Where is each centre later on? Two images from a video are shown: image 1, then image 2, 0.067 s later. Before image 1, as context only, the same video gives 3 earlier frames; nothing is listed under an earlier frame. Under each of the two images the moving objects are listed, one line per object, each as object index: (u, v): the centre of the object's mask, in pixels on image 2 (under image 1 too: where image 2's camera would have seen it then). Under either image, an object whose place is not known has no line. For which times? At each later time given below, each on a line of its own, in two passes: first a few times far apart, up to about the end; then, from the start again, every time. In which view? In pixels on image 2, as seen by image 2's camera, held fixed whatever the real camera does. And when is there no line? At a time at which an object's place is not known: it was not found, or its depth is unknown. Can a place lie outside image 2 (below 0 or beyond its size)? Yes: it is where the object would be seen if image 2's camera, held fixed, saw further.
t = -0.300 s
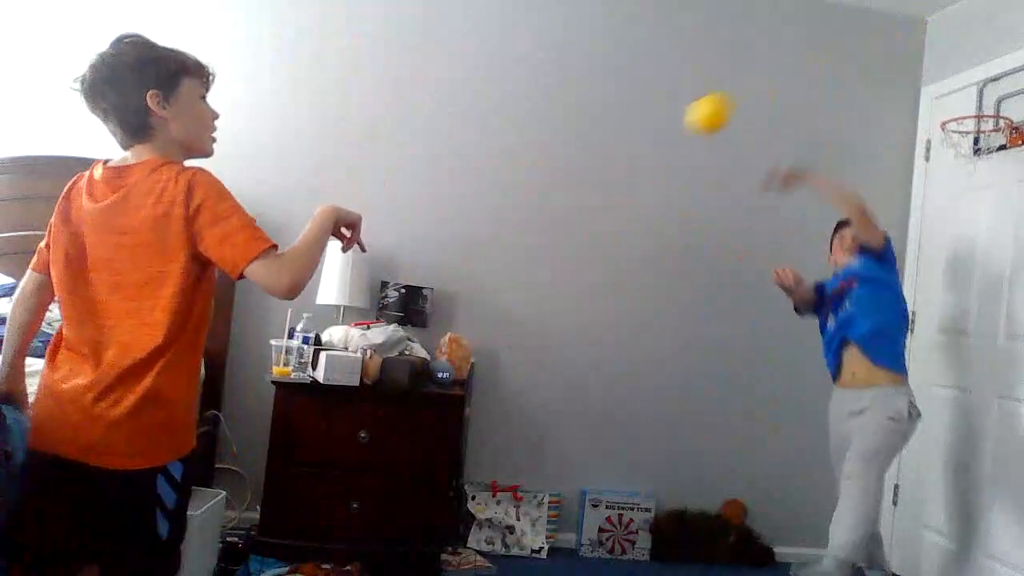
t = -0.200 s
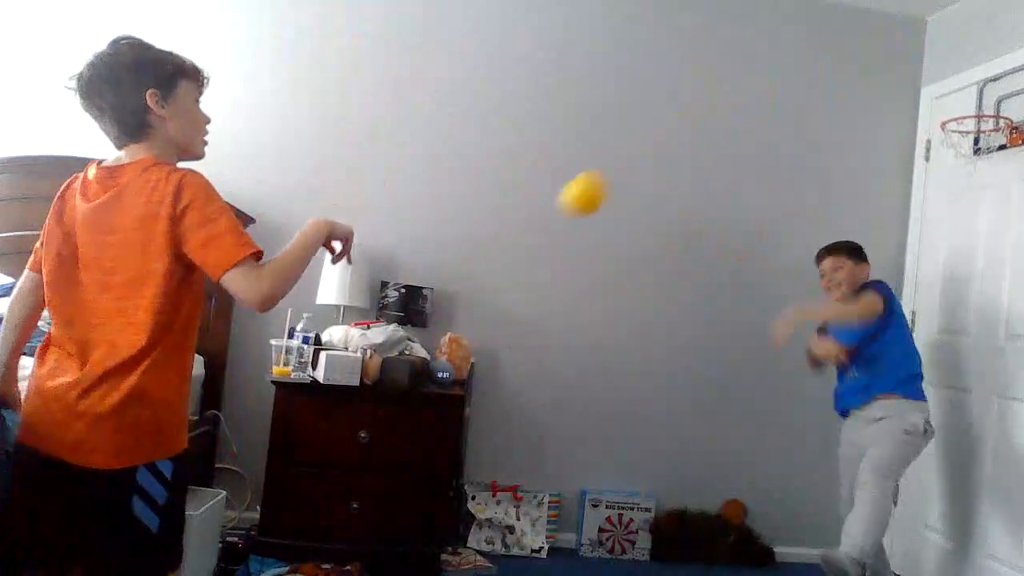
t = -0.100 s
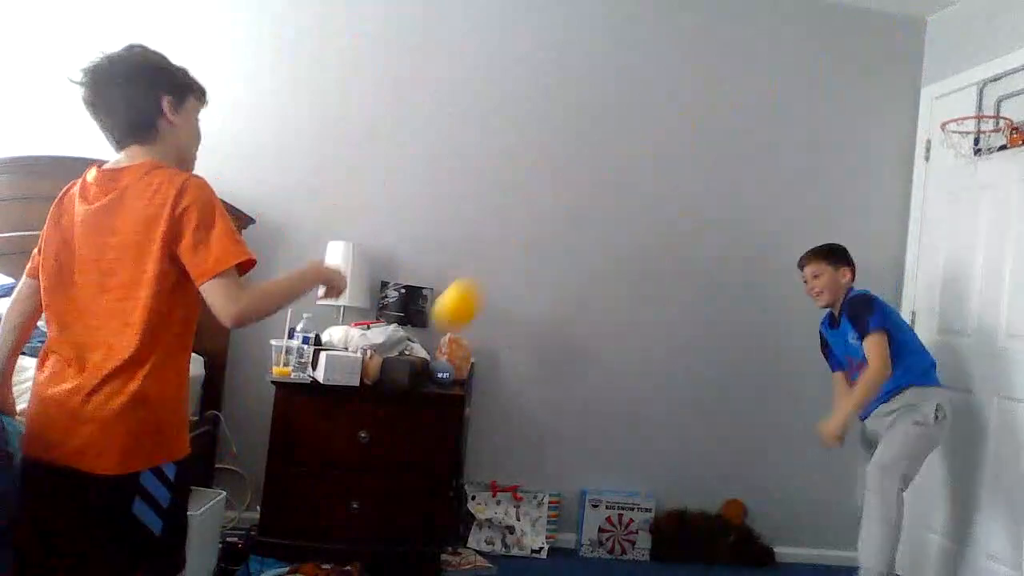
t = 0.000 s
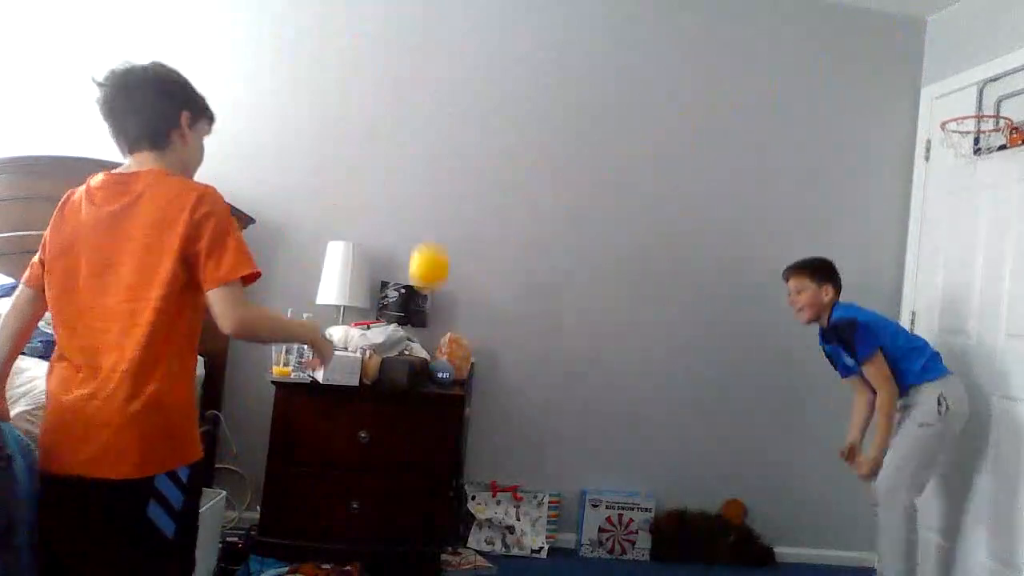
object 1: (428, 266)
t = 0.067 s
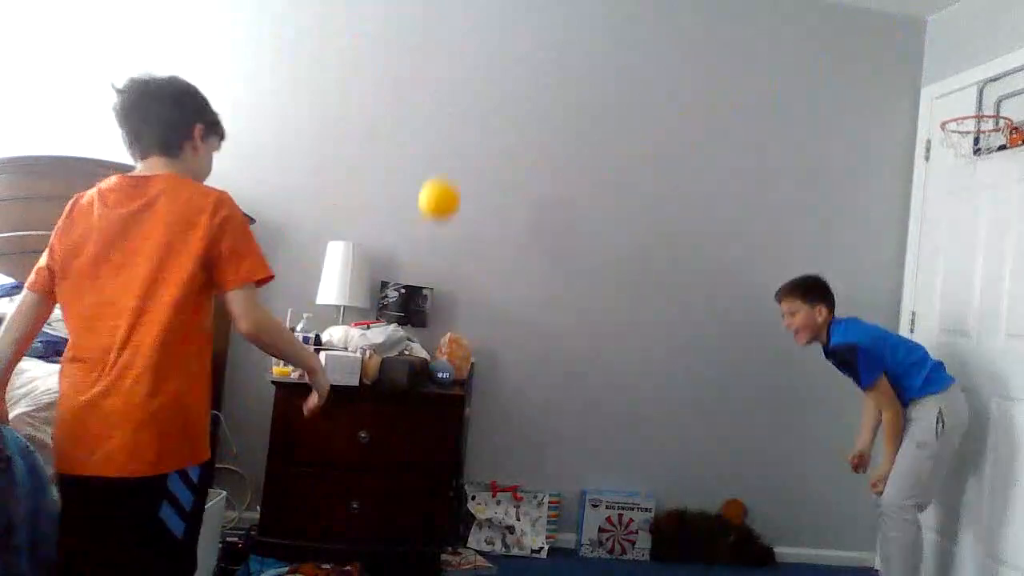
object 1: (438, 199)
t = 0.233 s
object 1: (460, 85)
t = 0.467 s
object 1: (480, 48)
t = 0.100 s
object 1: (443, 171)
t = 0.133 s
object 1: (447, 144)
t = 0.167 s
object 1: (452, 121)
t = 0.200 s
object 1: (456, 101)
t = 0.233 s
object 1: (460, 85)
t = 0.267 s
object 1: (464, 70)
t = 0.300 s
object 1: (468, 59)
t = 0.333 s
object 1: (471, 51)
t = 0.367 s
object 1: (474, 46)
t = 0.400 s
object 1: (477, 43)
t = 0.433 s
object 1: (479, 44)
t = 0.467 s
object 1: (480, 48)
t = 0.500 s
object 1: (482, 55)
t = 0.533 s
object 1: (483, 66)
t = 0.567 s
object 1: (483, 80)
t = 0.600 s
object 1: (483, 98)
